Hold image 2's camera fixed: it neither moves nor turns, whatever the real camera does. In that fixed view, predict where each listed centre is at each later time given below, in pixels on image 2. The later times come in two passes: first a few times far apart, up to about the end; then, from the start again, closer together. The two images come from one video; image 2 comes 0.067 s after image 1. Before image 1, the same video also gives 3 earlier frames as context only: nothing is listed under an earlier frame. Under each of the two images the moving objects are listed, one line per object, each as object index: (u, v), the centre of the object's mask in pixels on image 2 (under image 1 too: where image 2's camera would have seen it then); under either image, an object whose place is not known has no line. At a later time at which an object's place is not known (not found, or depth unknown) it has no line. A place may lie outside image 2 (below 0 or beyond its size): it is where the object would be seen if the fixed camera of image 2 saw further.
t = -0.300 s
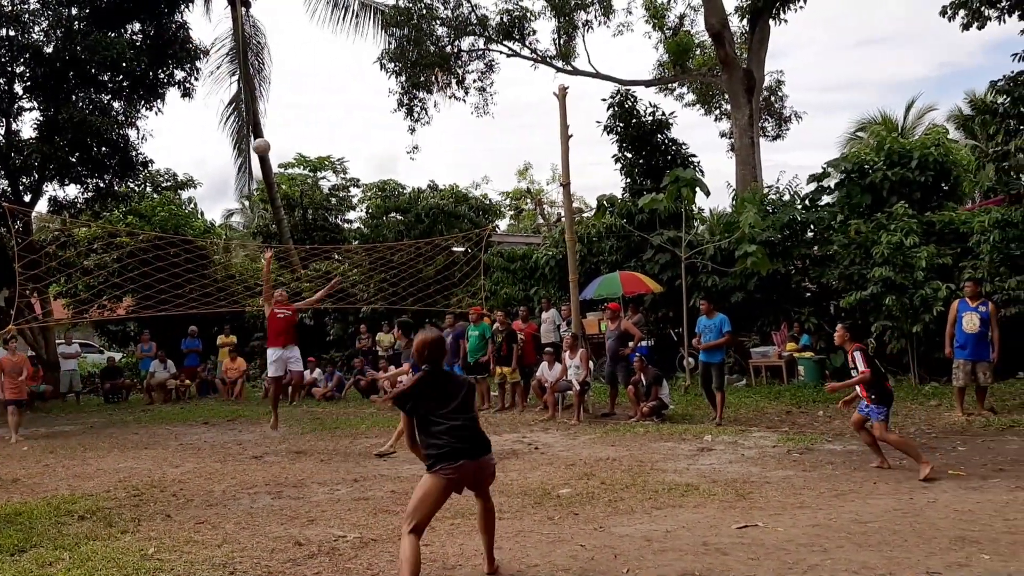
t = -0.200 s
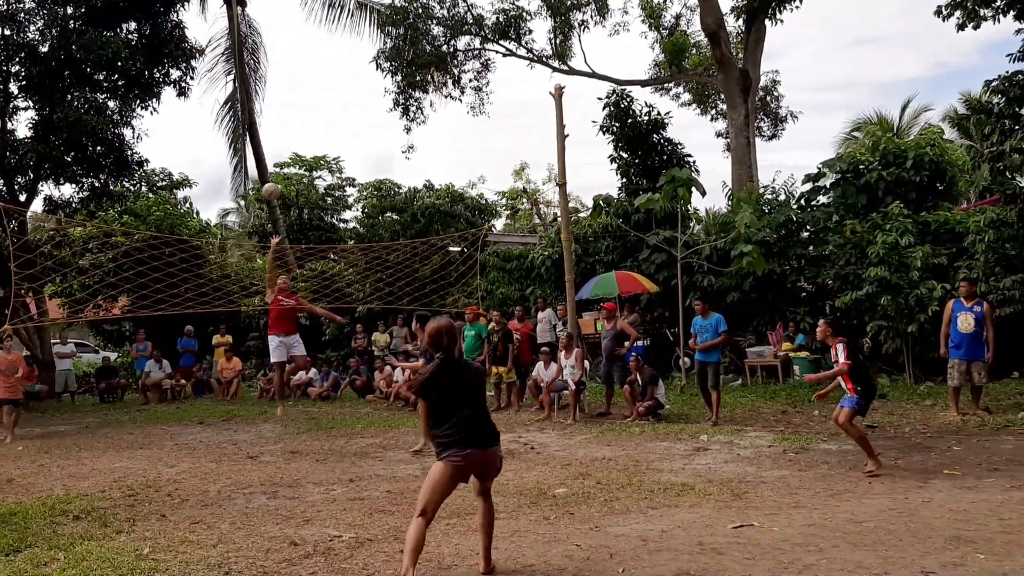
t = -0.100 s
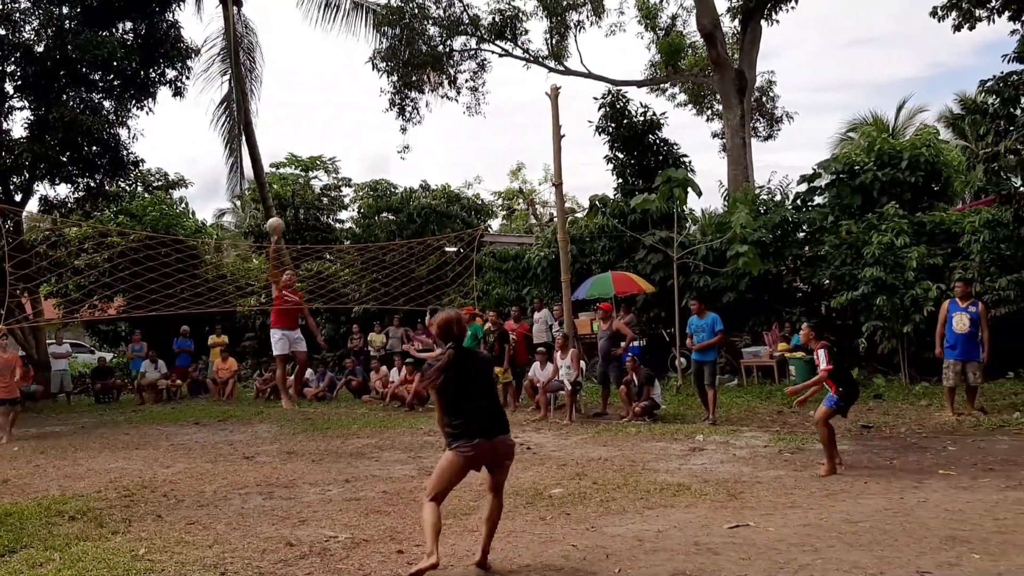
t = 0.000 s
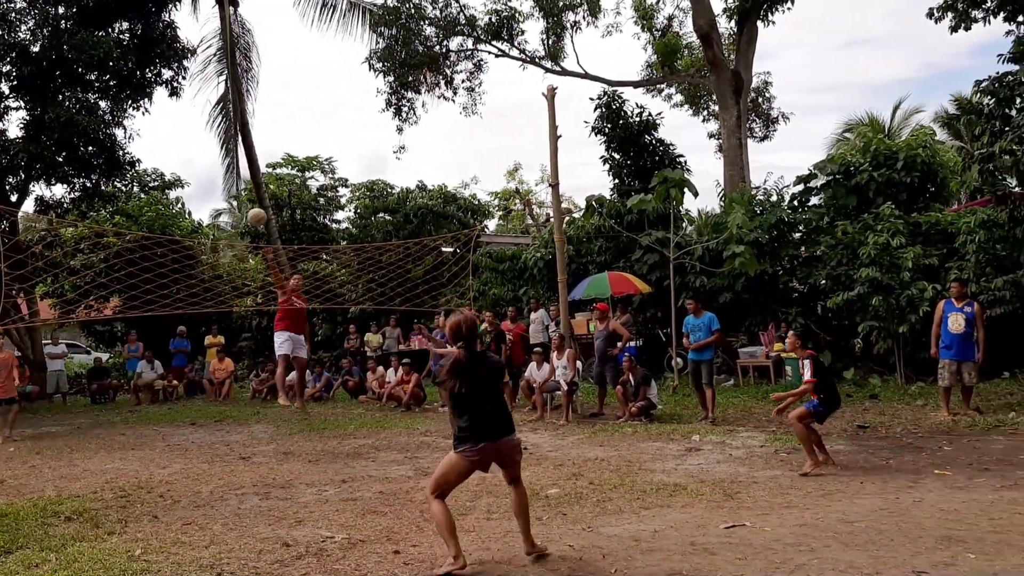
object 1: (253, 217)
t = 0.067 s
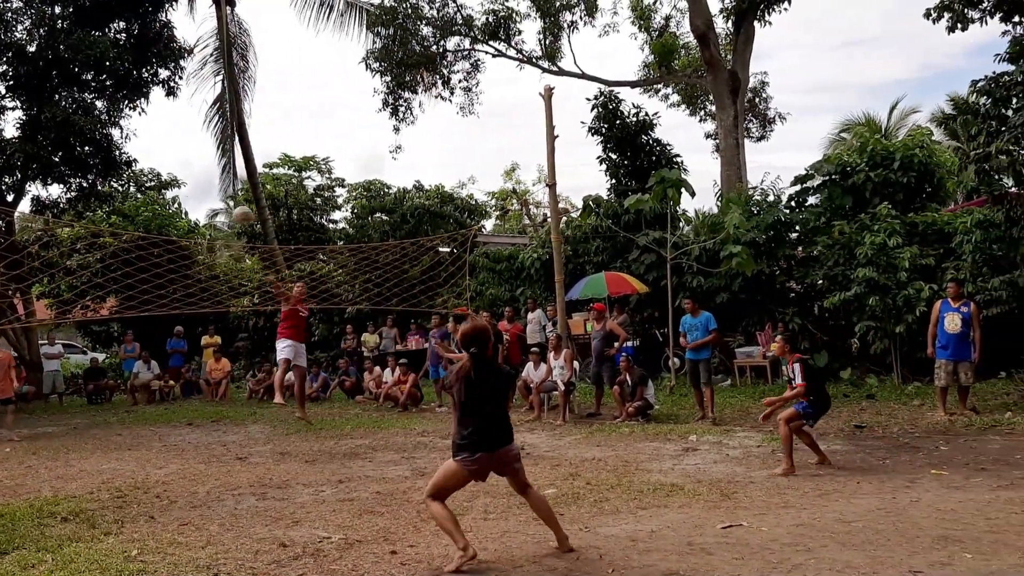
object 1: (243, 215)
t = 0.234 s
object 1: (213, 230)
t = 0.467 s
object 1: (162, 305)
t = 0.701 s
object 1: (99, 477)
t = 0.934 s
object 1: (61, 405)
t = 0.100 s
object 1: (238, 217)
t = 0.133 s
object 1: (231, 218)
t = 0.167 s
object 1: (226, 221)
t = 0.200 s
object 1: (219, 224)
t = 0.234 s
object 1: (213, 230)
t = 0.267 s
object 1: (206, 236)
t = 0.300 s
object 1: (200, 244)
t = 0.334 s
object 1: (193, 252)
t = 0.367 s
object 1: (186, 263)
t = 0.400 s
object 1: (178, 275)
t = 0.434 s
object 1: (171, 289)
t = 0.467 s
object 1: (162, 305)
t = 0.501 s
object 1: (155, 323)
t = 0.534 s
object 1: (146, 342)
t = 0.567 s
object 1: (137, 364)
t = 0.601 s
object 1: (129, 389)
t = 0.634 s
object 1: (119, 415)
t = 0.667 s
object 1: (108, 445)
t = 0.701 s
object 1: (99, 477)
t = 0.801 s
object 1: (78, 492)
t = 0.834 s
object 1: (74, 468)
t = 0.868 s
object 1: (70, 446)
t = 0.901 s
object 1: (66, 424)
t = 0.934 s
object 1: (61, 405)
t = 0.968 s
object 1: (58, 387)
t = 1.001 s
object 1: (56, 371)
